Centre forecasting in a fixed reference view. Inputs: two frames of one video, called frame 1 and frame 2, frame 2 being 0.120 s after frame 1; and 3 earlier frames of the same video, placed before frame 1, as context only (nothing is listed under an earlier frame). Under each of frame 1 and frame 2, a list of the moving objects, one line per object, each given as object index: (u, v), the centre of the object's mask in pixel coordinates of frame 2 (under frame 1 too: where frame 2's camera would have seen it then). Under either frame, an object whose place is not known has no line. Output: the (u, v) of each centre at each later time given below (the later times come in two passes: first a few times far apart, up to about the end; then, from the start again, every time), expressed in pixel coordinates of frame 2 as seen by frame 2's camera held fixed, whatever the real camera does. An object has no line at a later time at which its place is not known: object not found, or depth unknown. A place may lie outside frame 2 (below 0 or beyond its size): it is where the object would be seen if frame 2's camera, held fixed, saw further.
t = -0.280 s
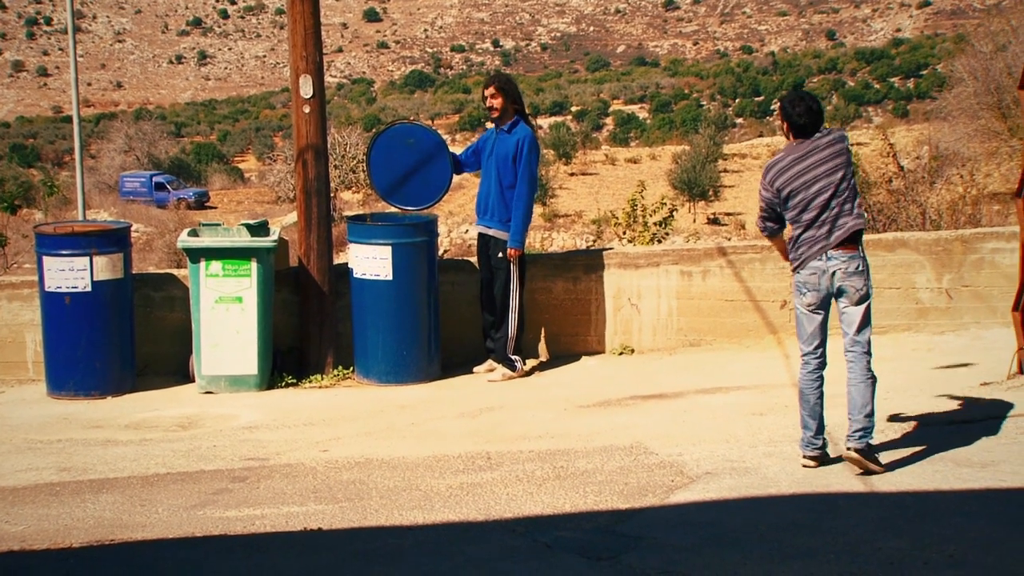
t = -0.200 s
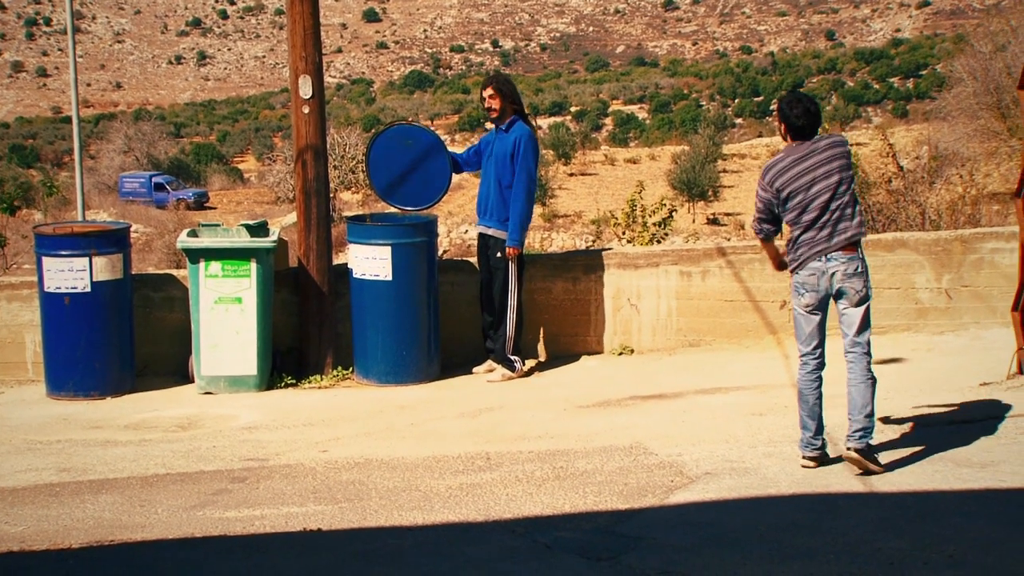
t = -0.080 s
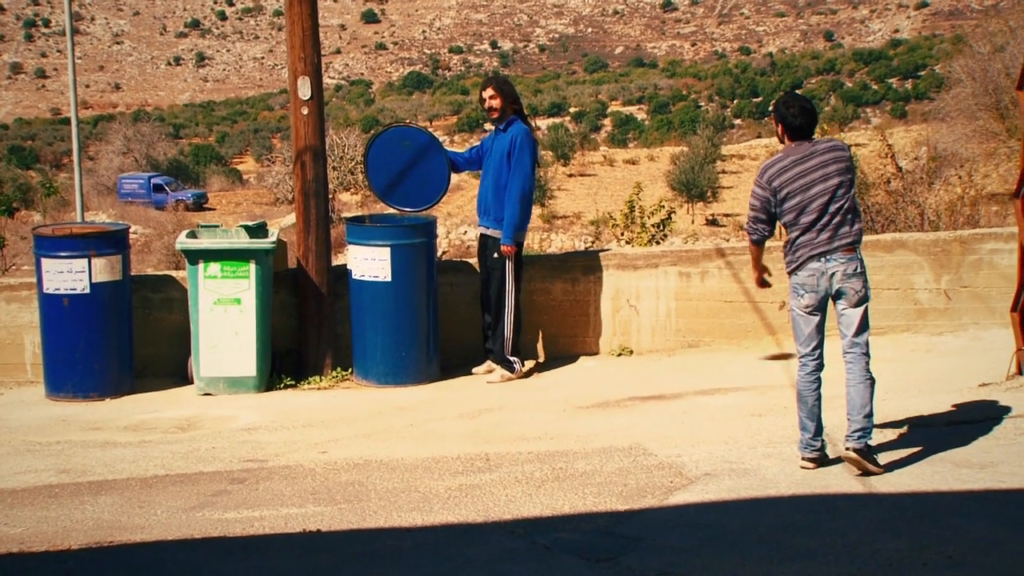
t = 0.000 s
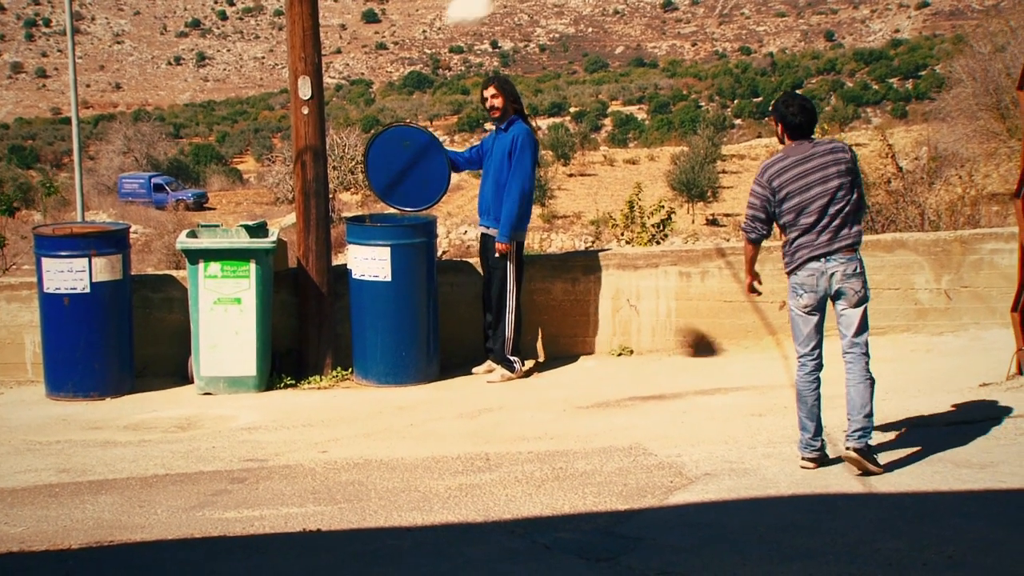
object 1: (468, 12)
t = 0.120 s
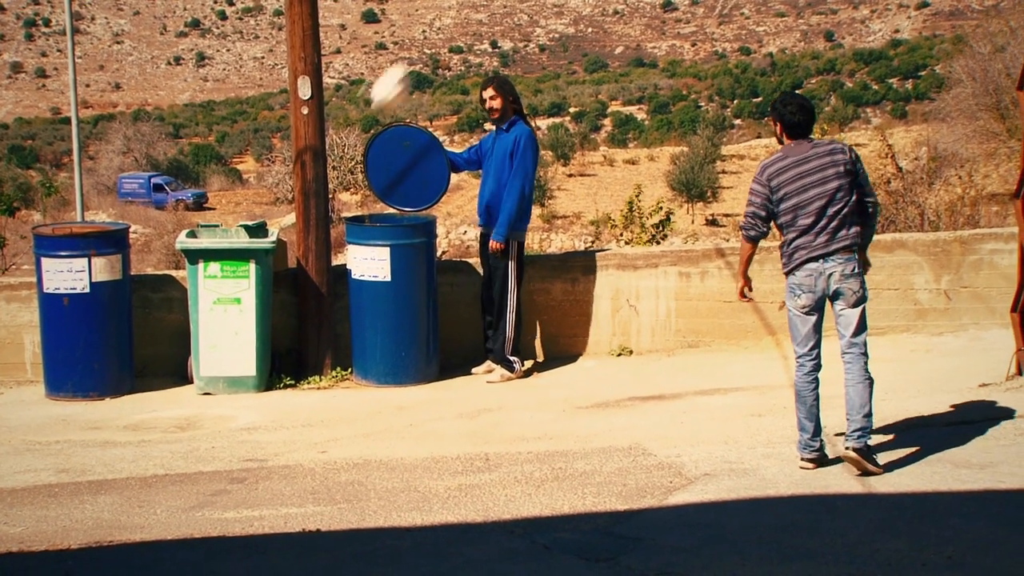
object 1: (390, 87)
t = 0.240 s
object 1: (321, 183)
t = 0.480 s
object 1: (325, 324)
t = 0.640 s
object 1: (323, 382)
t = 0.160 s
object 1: (368, 118)
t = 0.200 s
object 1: (344, 150)
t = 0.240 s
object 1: (321, 183)
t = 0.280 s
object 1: (319, 205)
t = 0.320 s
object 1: (321, 224)
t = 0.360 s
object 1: (322, 244)
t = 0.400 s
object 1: (323, 269)
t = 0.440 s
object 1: (325, 296)
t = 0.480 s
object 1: (325, 324)
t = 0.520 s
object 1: (325, 353)
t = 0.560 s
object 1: (326, 378)
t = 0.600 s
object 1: (324, 383)
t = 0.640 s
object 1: (323, 382)
